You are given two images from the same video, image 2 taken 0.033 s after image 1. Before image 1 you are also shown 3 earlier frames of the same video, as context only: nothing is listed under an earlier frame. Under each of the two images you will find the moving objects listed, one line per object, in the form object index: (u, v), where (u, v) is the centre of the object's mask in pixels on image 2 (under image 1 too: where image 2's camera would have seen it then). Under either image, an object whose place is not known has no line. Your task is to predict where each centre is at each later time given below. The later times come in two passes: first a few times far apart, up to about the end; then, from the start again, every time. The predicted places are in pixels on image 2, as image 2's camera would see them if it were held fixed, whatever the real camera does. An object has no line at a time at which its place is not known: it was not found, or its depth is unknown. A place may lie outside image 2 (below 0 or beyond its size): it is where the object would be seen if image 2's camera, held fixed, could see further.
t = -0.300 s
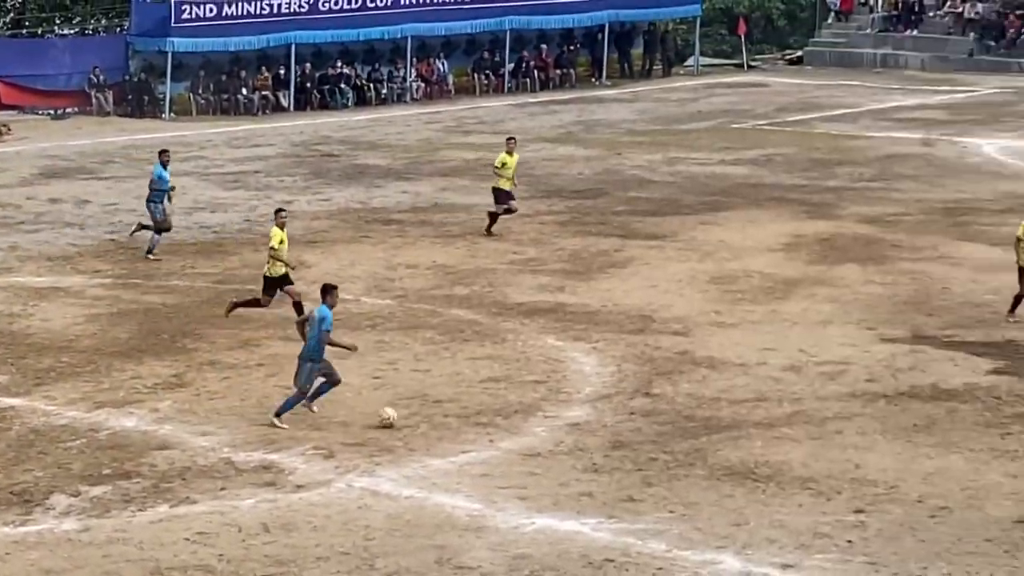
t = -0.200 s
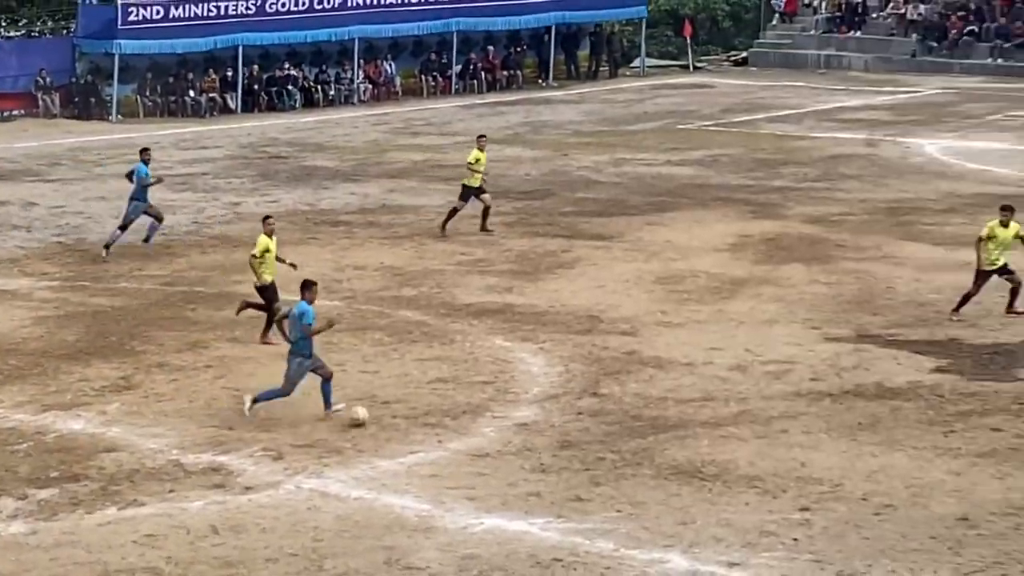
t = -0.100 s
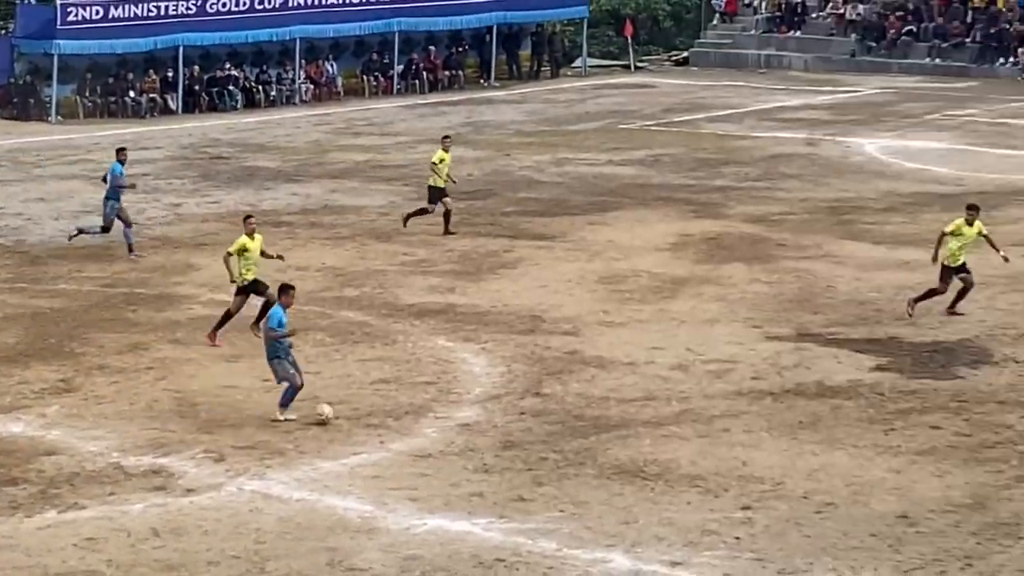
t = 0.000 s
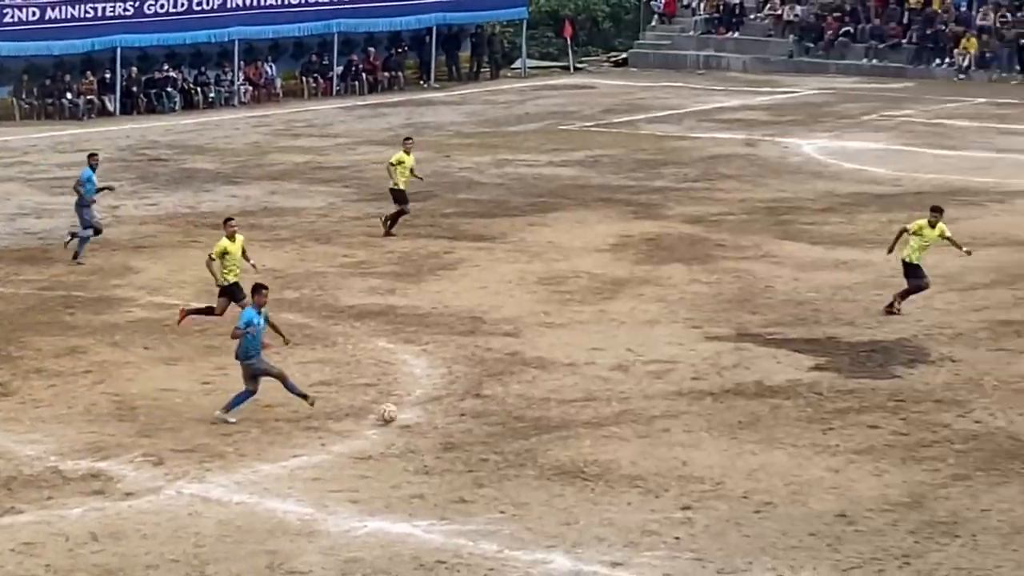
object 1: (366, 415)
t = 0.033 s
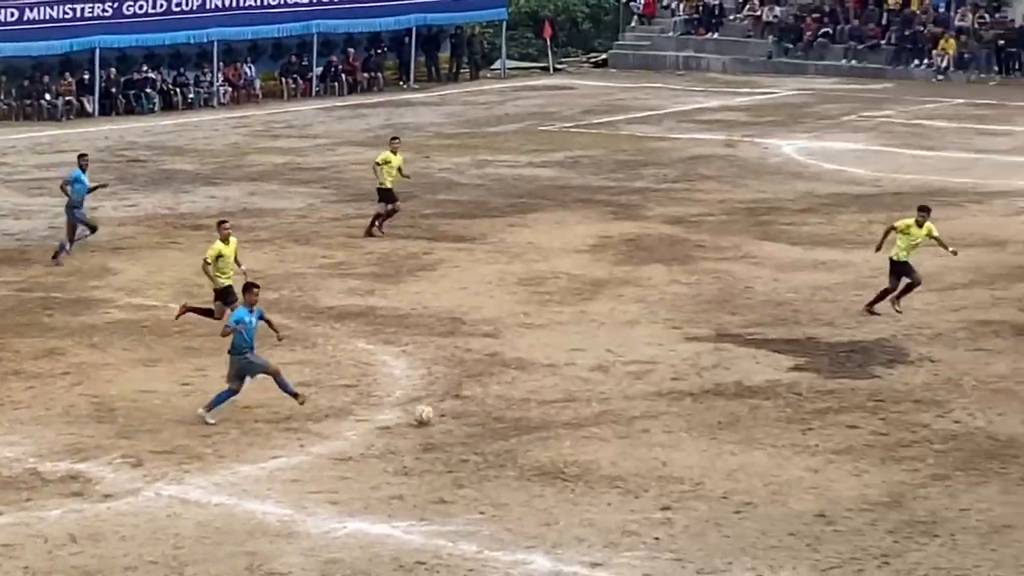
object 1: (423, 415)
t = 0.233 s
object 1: (716, 399)
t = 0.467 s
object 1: (1025, 406)
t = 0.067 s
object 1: (477, 415)
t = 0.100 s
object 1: (526, 409)
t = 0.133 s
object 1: (574, 405)
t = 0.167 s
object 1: (622, 402)
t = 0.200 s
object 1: (669, 400)
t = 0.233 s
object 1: (716, 399)
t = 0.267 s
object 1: (763, 401)
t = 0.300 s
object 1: (811, 403)
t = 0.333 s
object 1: (858, 406)
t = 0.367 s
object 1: (904, 412)
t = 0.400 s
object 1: (950, 417)
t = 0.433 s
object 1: (988, 411)
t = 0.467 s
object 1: (1025, 406)
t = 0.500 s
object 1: (1061, 404)
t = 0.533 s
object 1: (1099, 401)
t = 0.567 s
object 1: (1136, 400)
